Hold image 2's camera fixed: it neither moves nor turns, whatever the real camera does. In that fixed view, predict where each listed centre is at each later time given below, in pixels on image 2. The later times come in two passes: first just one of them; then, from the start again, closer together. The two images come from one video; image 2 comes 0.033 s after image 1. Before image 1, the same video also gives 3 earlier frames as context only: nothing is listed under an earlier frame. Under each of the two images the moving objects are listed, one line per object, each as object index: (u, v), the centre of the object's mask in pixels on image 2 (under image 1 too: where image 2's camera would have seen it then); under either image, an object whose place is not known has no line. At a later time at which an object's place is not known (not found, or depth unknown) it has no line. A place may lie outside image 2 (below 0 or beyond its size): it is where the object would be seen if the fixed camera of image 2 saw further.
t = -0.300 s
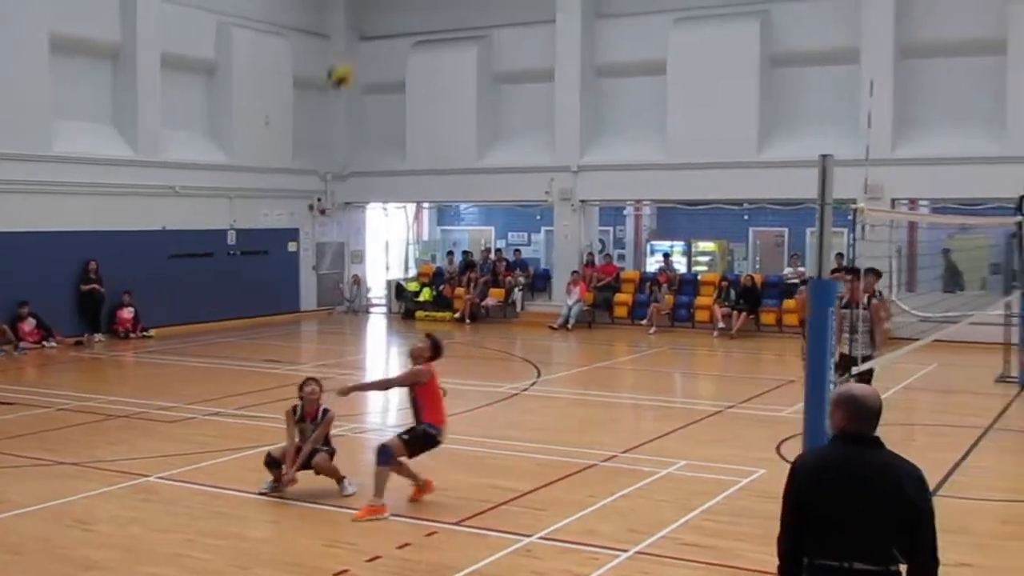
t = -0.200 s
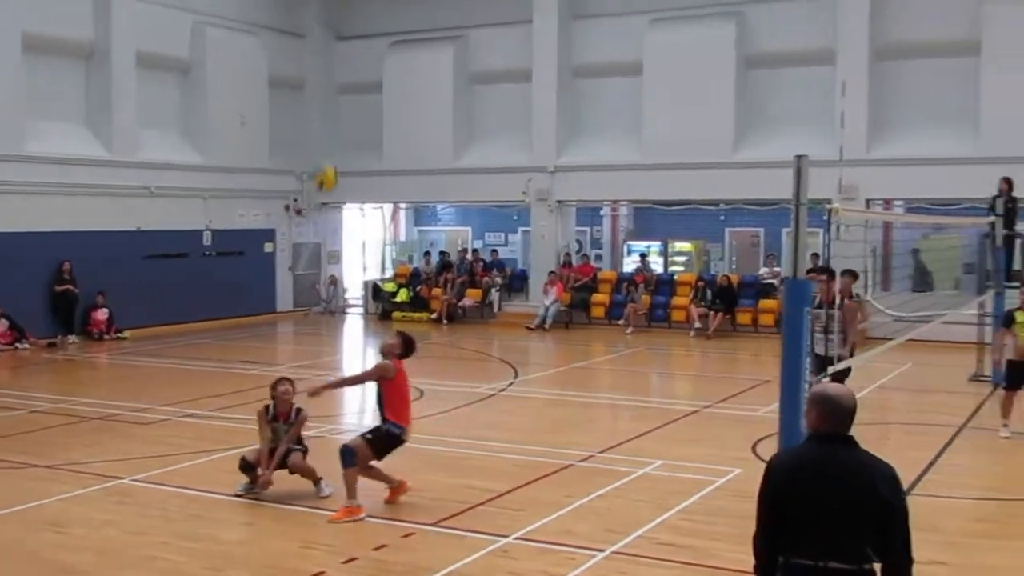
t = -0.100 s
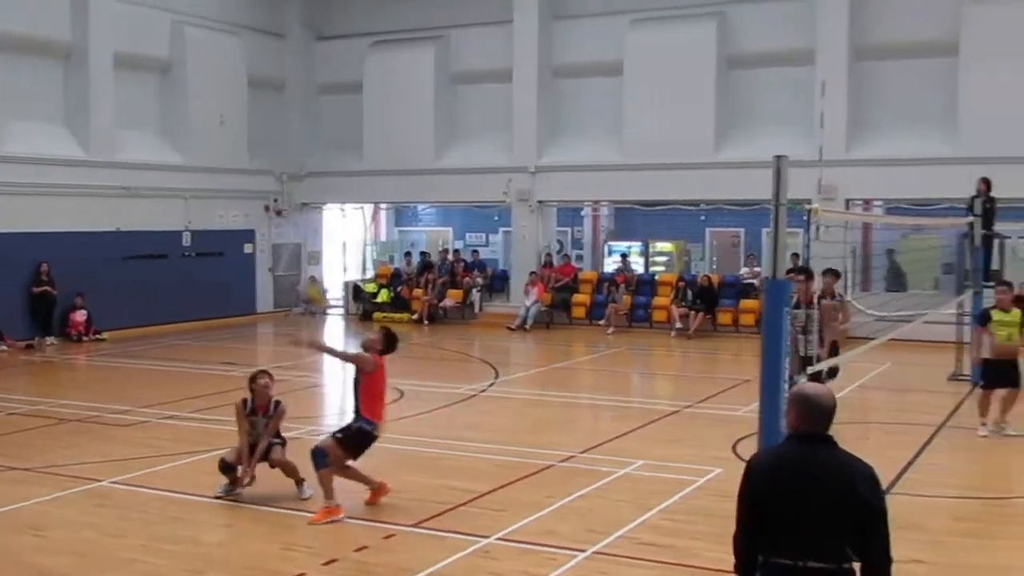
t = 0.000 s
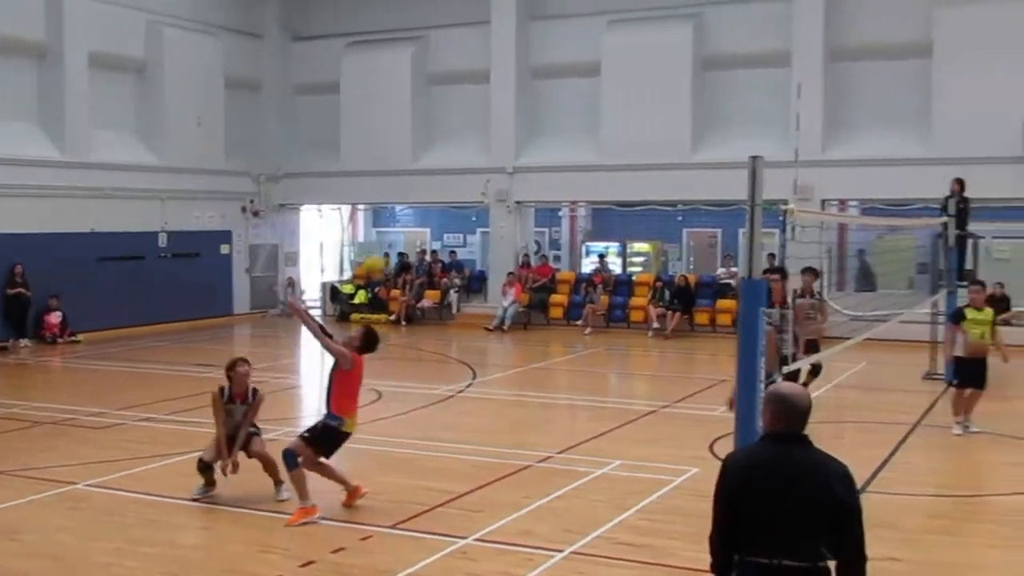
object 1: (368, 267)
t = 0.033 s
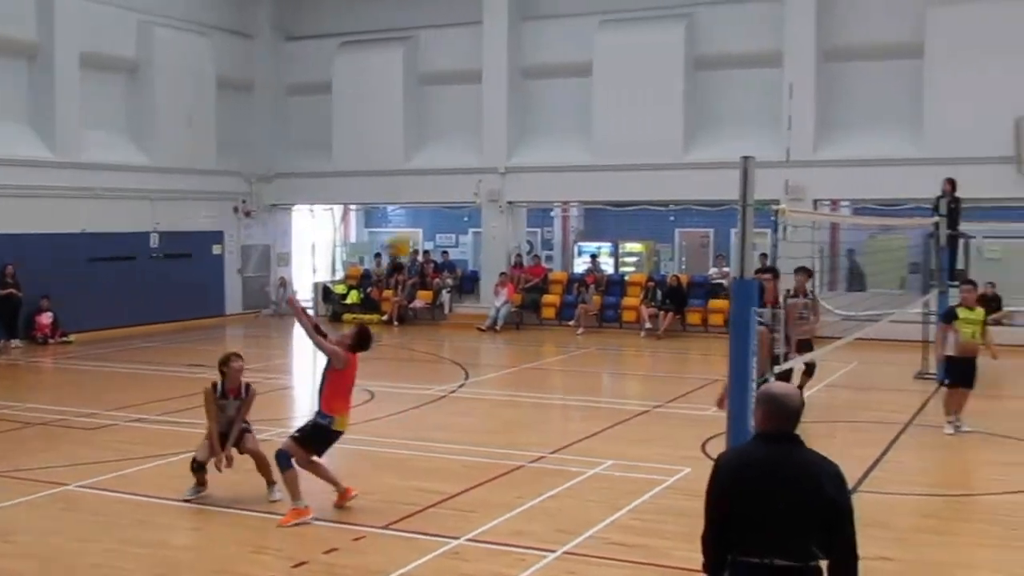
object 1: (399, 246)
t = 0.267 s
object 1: (623, 144)
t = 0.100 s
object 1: (464, 207)
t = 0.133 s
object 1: (497, 193)
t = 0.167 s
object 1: (529, 178)
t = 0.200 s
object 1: (560, 165)
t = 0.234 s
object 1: (593, 153)
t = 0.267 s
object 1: (623, 144)
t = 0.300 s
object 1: (654, 137)
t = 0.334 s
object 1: (686, 130)
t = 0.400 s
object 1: (746, 122)
